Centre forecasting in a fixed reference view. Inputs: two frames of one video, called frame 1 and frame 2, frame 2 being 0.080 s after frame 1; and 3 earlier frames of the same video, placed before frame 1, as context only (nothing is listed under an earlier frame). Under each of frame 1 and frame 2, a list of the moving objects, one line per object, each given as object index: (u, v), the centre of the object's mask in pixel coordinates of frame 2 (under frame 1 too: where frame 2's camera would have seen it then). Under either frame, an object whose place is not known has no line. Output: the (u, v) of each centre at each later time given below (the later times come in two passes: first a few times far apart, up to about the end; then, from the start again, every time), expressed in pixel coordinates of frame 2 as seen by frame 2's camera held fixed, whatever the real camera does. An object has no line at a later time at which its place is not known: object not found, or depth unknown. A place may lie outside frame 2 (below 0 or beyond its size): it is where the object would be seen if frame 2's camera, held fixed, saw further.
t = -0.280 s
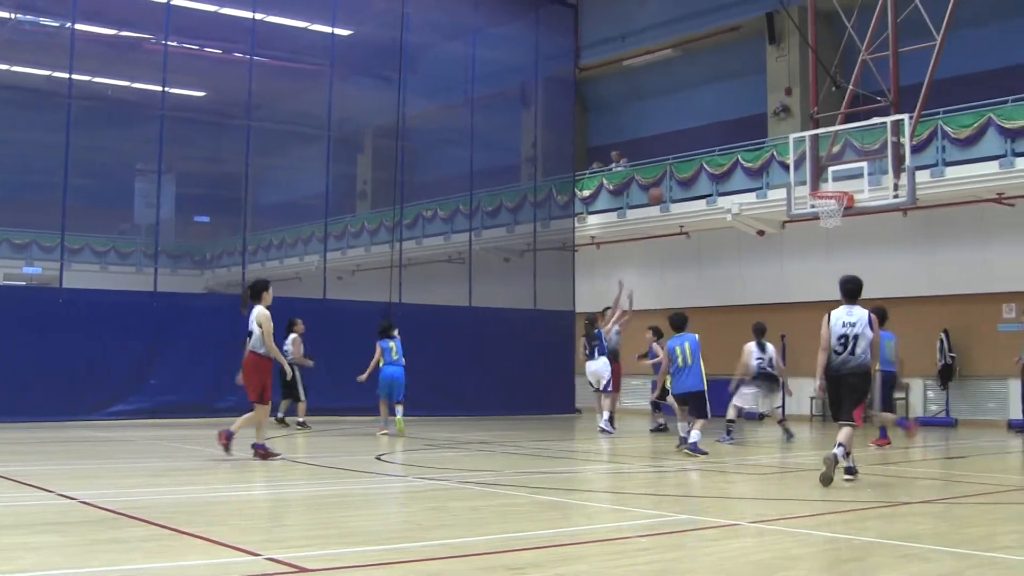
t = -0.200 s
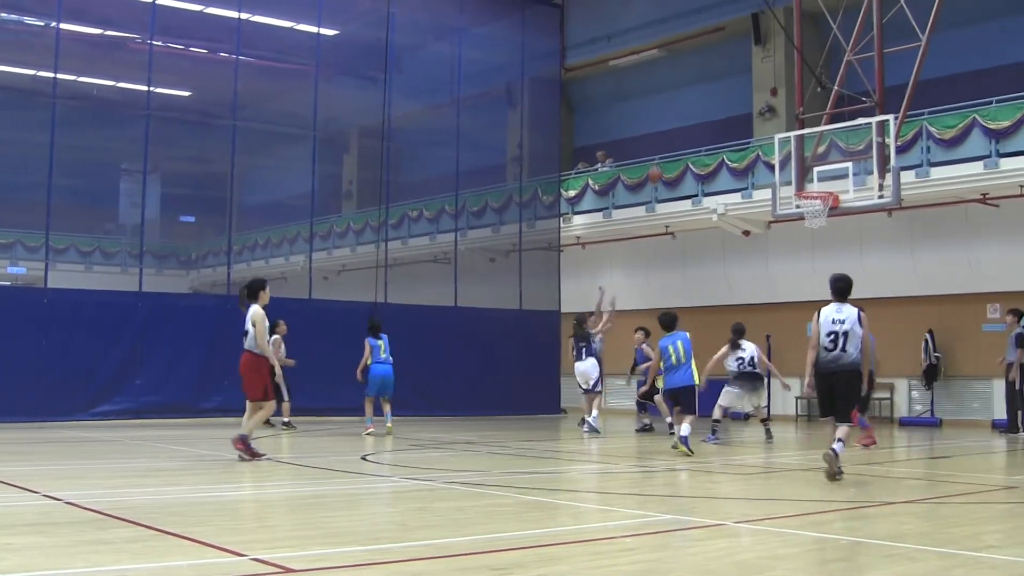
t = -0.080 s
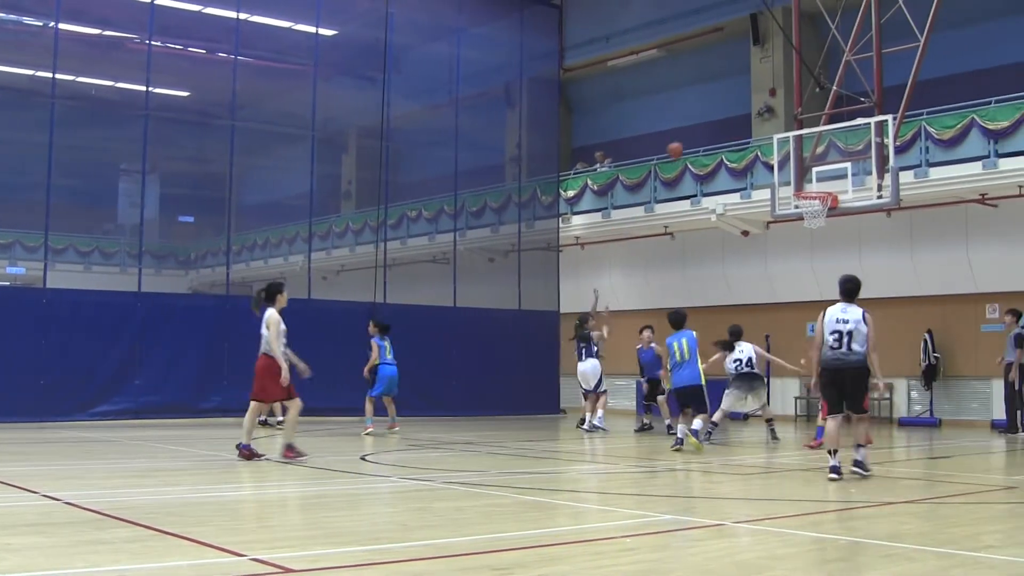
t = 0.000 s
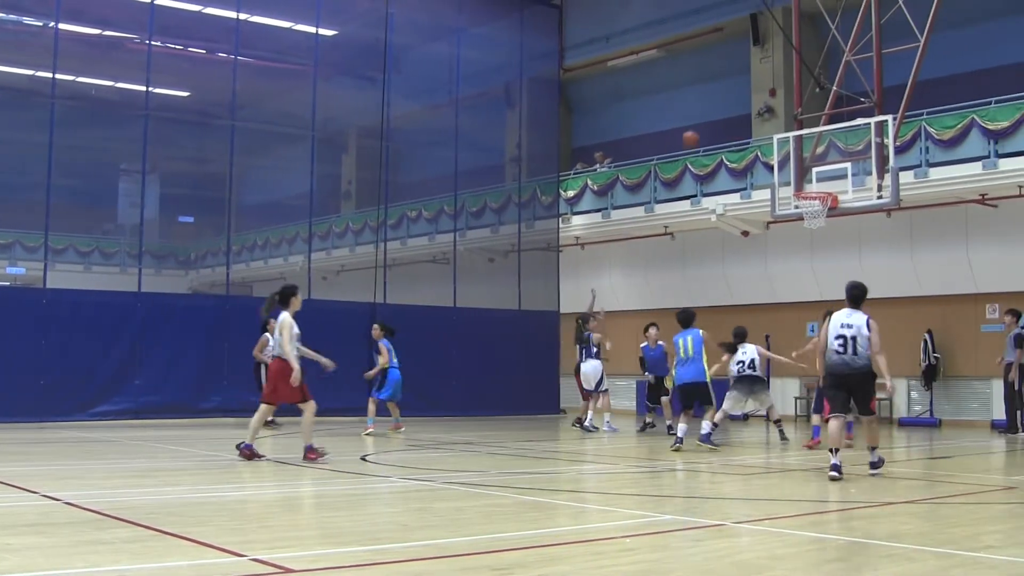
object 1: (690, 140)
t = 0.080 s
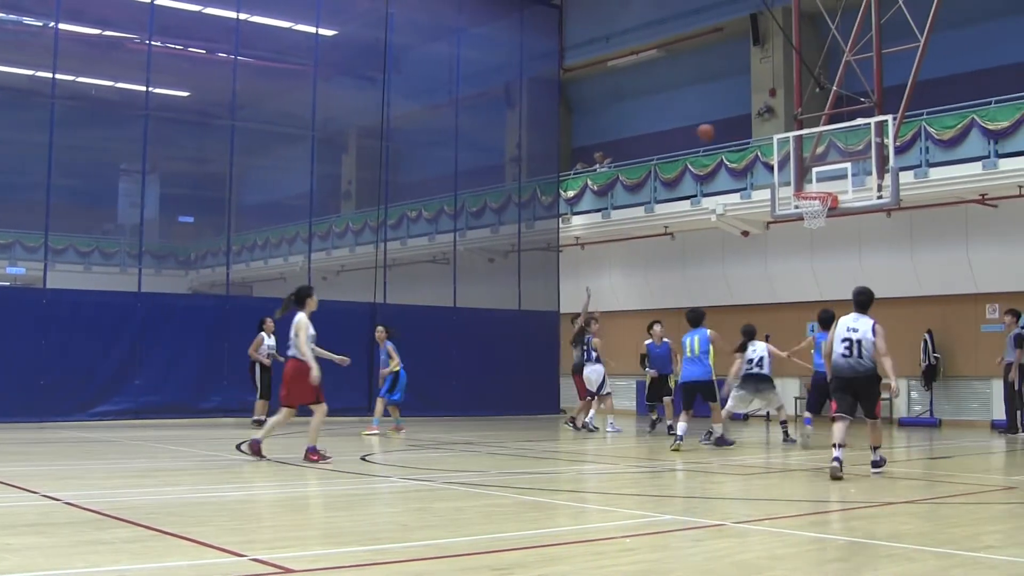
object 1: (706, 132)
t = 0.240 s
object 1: (737, 132)
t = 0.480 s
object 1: (787, 167)
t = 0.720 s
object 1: (825, 221)
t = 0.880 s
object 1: (829, 249)
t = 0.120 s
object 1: (713, 131)
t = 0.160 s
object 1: (721, 129)
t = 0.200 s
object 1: (729, 130)
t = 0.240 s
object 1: (737, 132)
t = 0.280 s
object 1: (744, 134)
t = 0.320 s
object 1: (753, 137)
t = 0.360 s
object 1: (763, 144)
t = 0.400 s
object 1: (771, 150)
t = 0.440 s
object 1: (778, 158)
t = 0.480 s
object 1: (787, 167)
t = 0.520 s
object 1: (797, 177)
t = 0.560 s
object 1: (805, 186)
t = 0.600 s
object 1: (813, 203)
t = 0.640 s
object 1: (822, 214)
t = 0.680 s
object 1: (824, 219)
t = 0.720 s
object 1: (825, 221)
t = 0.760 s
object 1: (826, 226)
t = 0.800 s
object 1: (827, 232)
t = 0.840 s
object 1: (828, 240)
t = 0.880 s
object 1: (829, 249)
